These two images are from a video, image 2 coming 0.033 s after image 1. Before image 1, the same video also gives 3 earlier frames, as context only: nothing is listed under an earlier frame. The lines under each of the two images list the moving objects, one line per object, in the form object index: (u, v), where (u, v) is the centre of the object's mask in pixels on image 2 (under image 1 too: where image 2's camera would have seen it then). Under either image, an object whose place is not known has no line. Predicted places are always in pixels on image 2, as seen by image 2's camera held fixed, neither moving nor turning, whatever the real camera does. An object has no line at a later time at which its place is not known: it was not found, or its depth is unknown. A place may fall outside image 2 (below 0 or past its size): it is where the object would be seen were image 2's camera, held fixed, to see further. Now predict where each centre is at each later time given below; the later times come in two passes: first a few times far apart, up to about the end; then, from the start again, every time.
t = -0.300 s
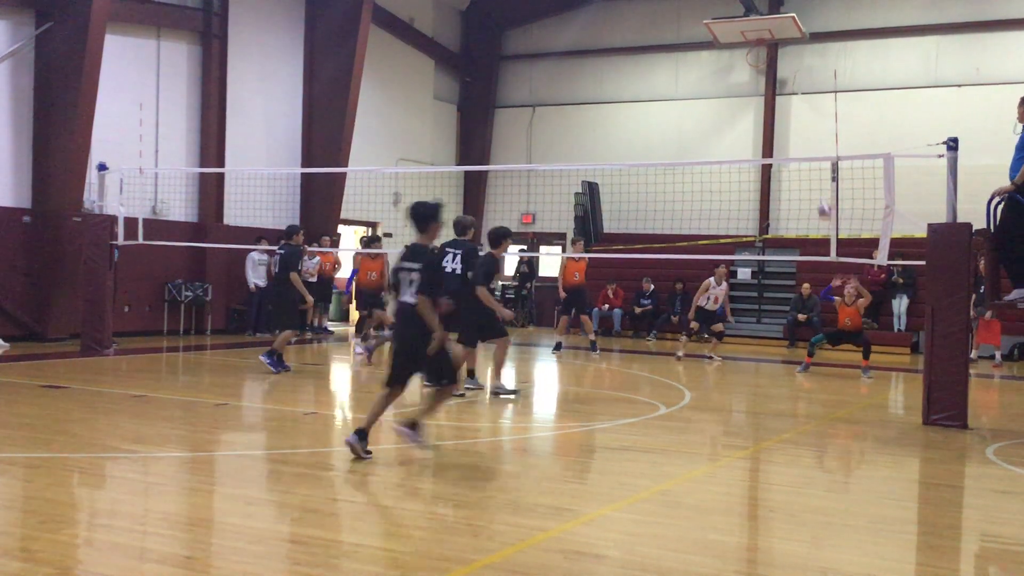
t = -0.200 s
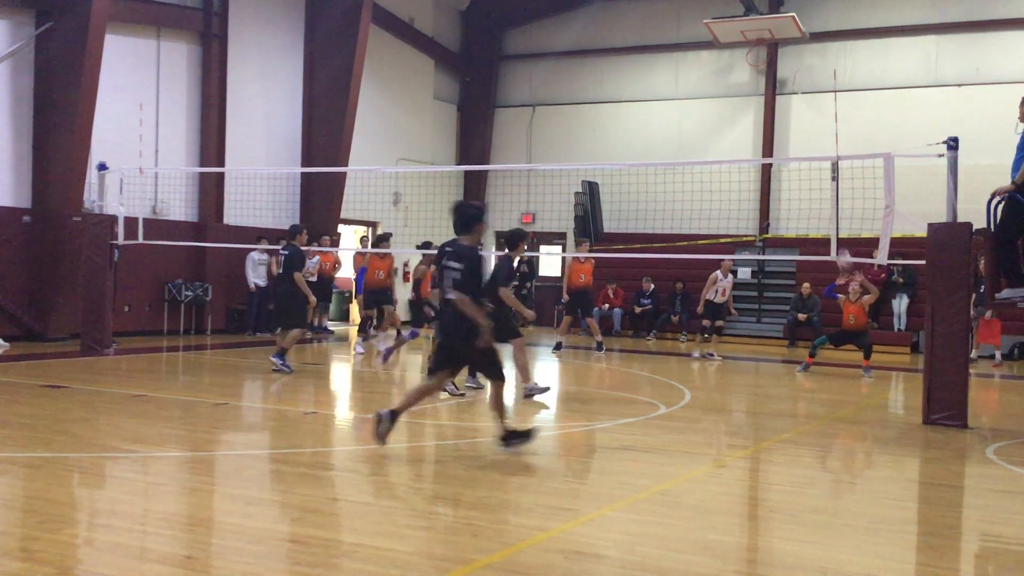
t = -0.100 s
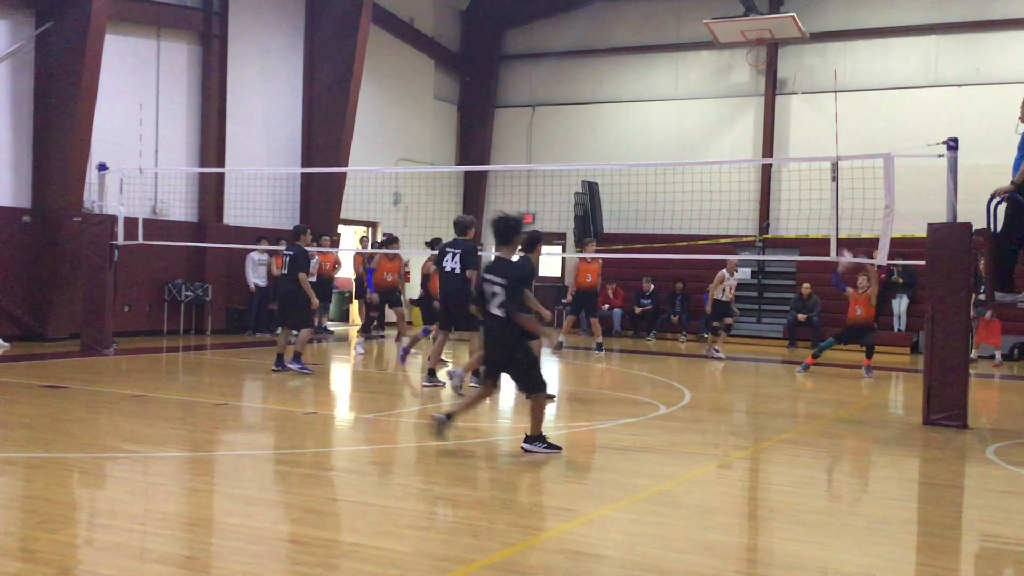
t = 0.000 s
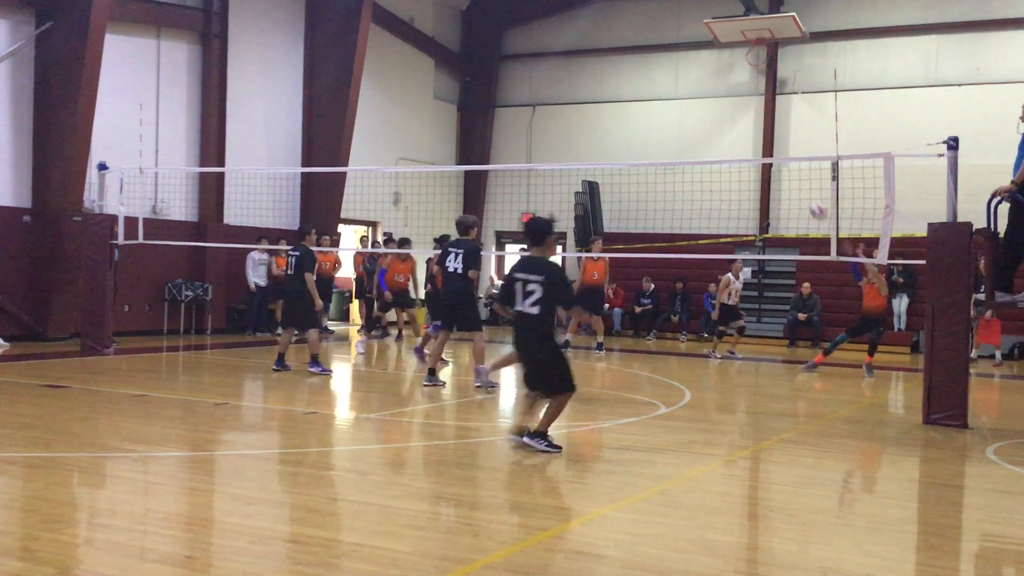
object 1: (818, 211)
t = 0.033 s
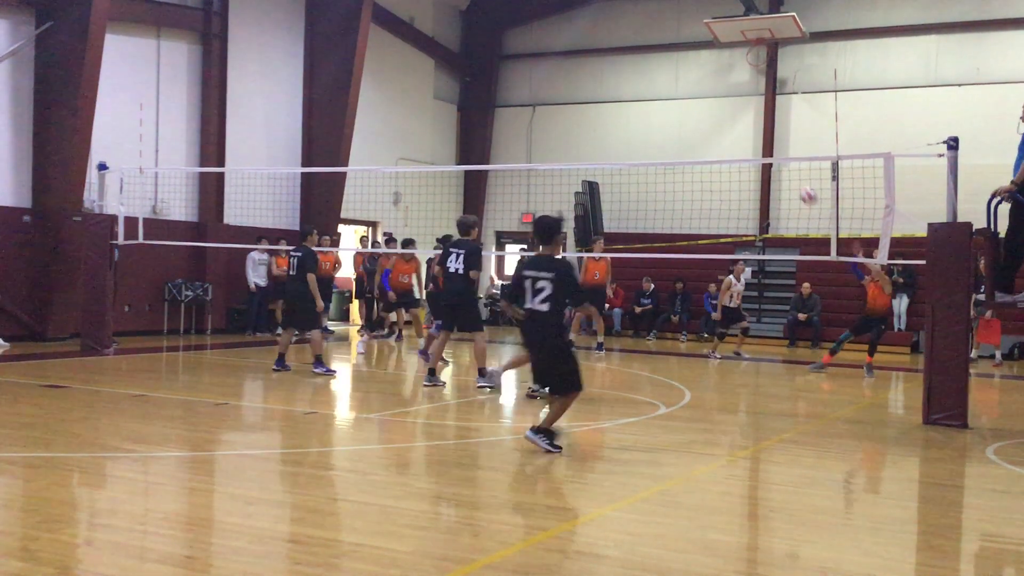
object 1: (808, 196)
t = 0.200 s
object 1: (762, 136)
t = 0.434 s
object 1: (697, 90)
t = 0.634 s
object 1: (641, 81)
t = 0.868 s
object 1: (578, 109)
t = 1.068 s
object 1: (523, 159)
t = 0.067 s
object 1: (799, 182)
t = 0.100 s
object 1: (790, 170)
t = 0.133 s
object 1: (780, 154)
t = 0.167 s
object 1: (771, 146)
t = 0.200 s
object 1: (762, 136)
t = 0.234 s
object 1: (752, 128)
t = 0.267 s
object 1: (742, 119)
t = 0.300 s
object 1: (733, 111)
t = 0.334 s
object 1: (724, 105)
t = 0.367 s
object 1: (715, 98)
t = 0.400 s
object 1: (706, 94)
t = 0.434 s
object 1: (697, 90)
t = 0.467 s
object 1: (687, 86)
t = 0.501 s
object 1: (678, 83)
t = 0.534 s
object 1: (668, 80)
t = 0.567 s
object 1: (660, 80)
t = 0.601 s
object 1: (651, 80)
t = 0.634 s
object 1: (641, 81)
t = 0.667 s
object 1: (632, 83)
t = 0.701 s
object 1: (623, 84)
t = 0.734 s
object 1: (614, 88)
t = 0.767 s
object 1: (605, 91)
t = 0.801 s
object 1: (596, 96)
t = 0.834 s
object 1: (586, 102)
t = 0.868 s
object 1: (578, 109)
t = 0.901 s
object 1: (568, 117)
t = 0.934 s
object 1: (559, 124)
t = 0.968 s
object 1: (550, 133)
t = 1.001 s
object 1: (541, 141)
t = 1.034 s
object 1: (531, 153)
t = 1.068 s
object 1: (523, 159)
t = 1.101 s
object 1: (513, 176)
